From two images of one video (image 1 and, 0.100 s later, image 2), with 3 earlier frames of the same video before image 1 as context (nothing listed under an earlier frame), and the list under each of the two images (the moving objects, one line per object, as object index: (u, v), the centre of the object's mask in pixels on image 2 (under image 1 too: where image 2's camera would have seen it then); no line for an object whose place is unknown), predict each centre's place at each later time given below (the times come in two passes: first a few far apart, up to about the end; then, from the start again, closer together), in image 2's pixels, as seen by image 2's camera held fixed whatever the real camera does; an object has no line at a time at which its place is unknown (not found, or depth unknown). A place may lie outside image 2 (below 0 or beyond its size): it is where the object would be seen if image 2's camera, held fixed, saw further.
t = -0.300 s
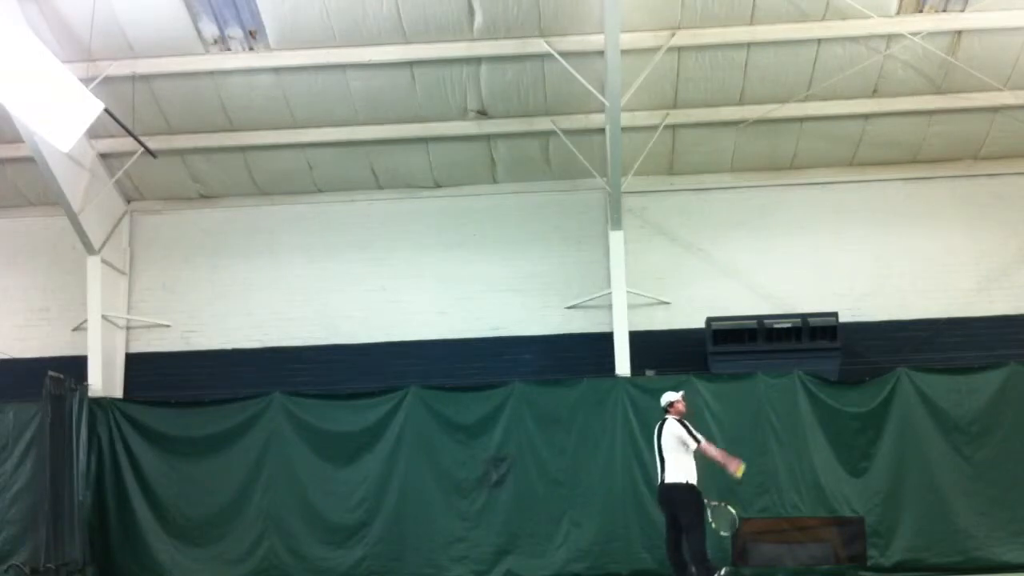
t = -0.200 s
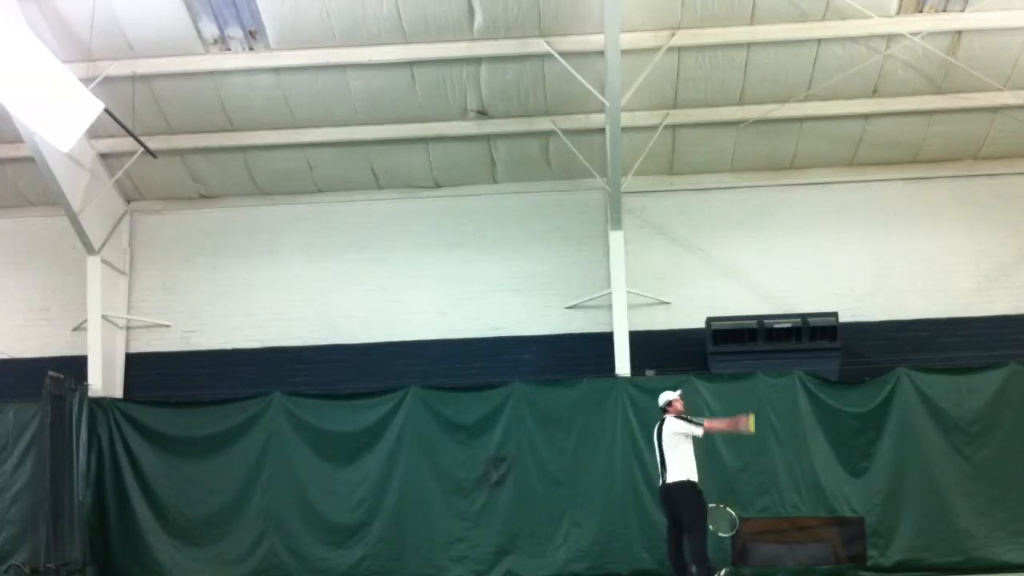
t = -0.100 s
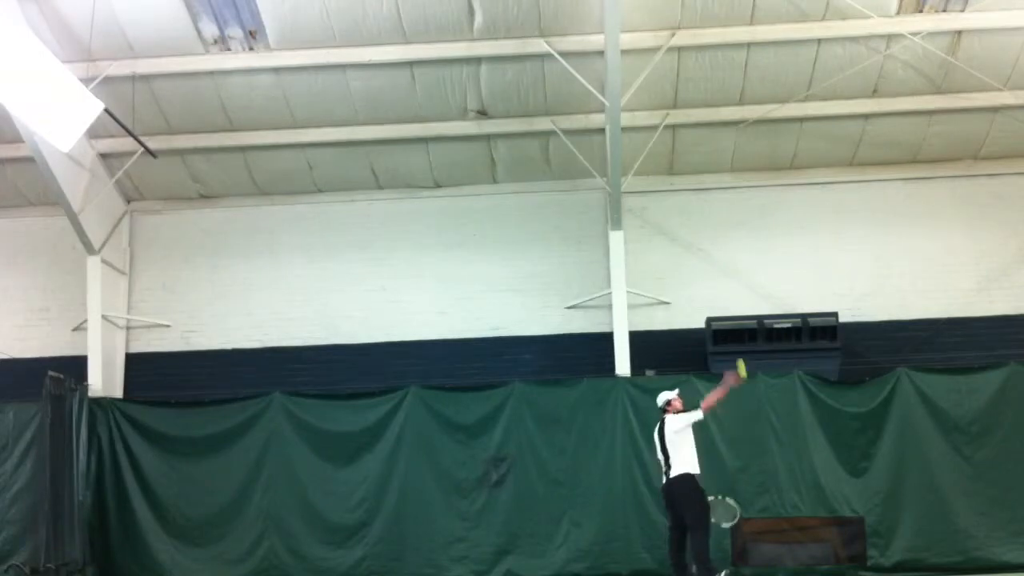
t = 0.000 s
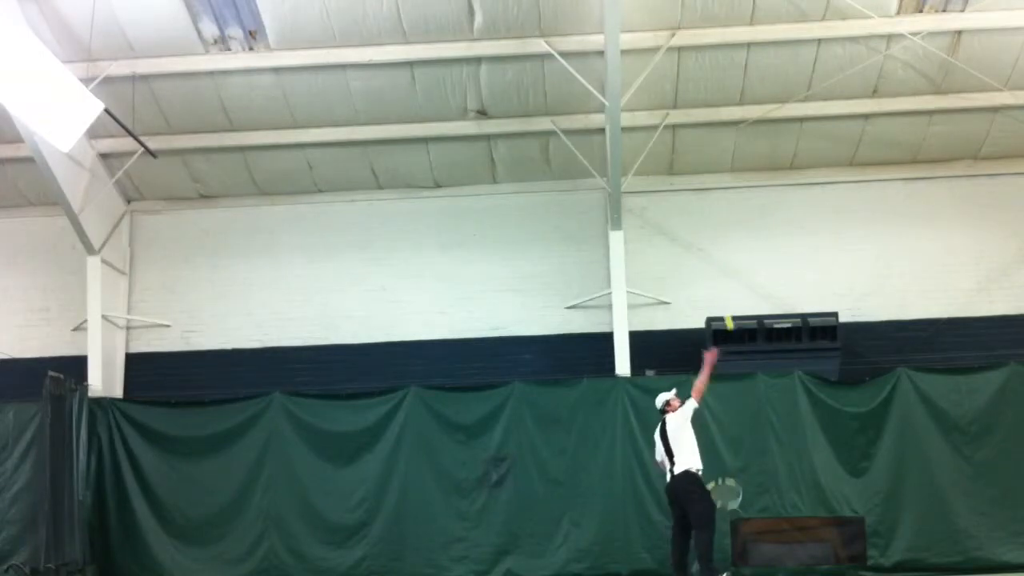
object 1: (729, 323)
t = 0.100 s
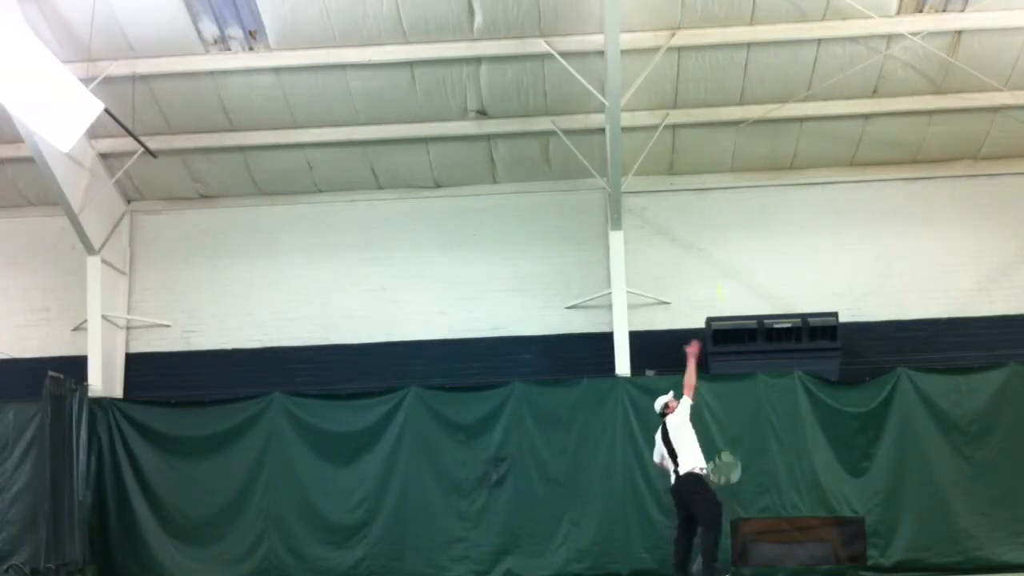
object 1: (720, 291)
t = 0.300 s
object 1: (696, 242)
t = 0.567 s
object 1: (672, 243)
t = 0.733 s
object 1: (659, 276)
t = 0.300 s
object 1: (696, 242)
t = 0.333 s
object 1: (692, 238)
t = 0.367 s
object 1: (689, 236)
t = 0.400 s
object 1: (686, 235)
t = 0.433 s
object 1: (683, 234)
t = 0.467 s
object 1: (680, 235)
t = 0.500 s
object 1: (678, 236)
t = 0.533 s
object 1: (675, 239)
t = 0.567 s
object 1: (672, 243)
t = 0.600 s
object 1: (669, 247)
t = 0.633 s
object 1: (668, 253)
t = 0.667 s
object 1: (664, 261)
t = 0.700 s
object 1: (661, 269)
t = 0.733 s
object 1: (659, 276)
